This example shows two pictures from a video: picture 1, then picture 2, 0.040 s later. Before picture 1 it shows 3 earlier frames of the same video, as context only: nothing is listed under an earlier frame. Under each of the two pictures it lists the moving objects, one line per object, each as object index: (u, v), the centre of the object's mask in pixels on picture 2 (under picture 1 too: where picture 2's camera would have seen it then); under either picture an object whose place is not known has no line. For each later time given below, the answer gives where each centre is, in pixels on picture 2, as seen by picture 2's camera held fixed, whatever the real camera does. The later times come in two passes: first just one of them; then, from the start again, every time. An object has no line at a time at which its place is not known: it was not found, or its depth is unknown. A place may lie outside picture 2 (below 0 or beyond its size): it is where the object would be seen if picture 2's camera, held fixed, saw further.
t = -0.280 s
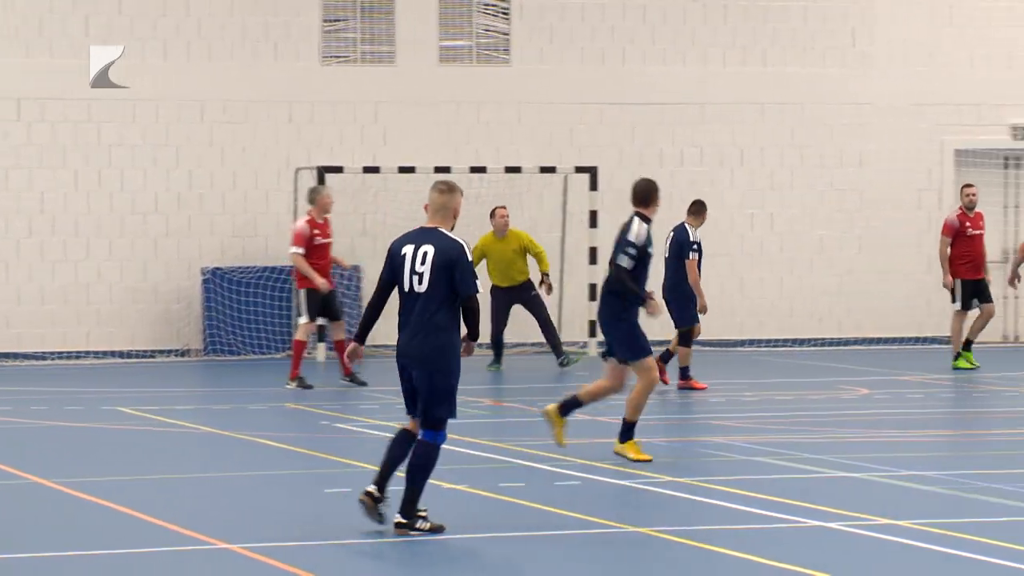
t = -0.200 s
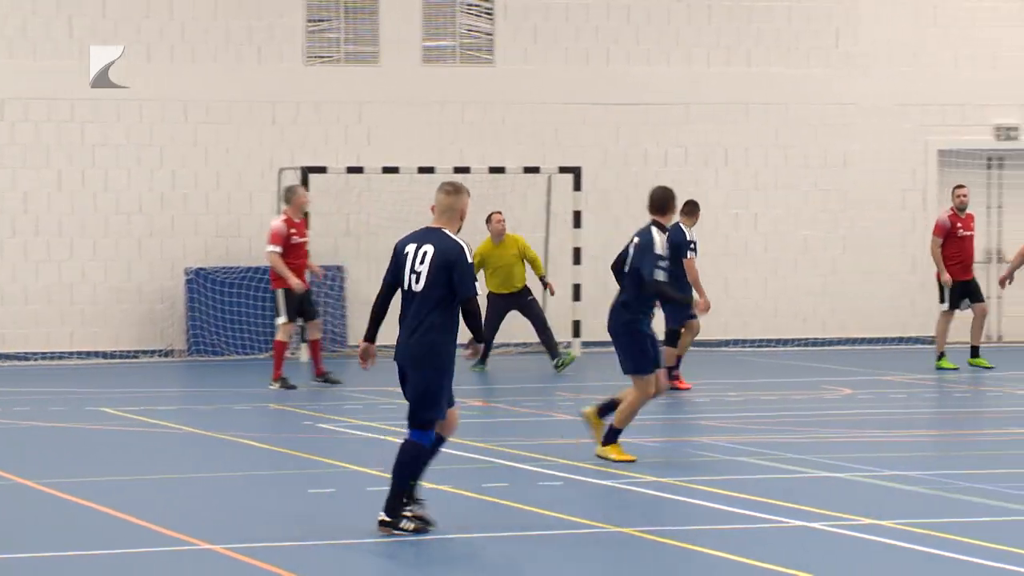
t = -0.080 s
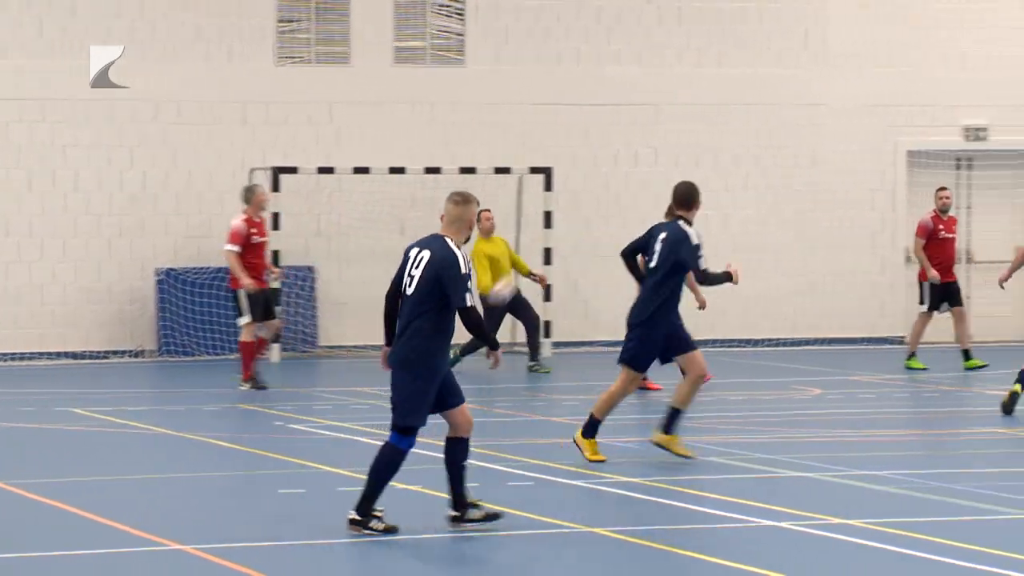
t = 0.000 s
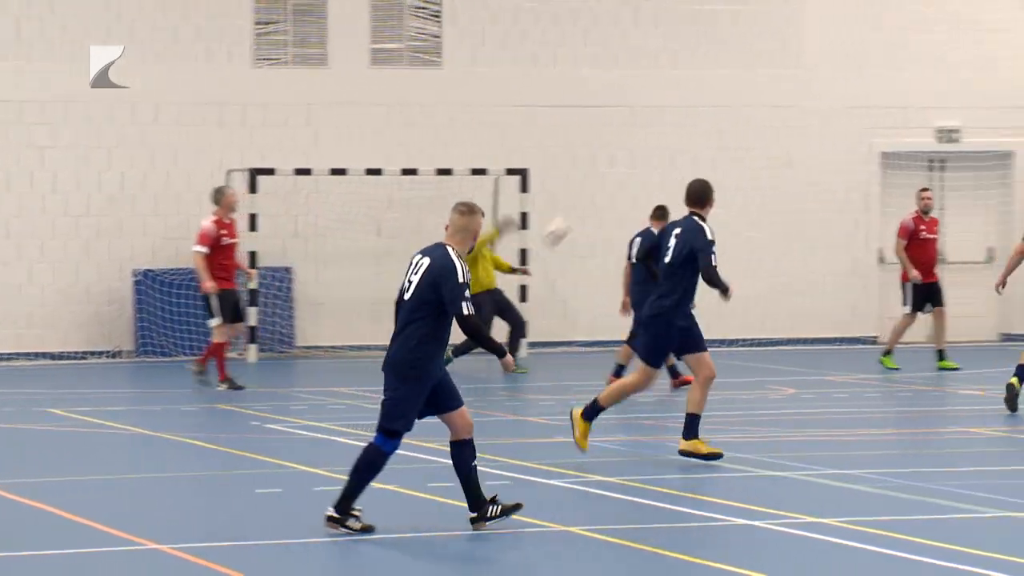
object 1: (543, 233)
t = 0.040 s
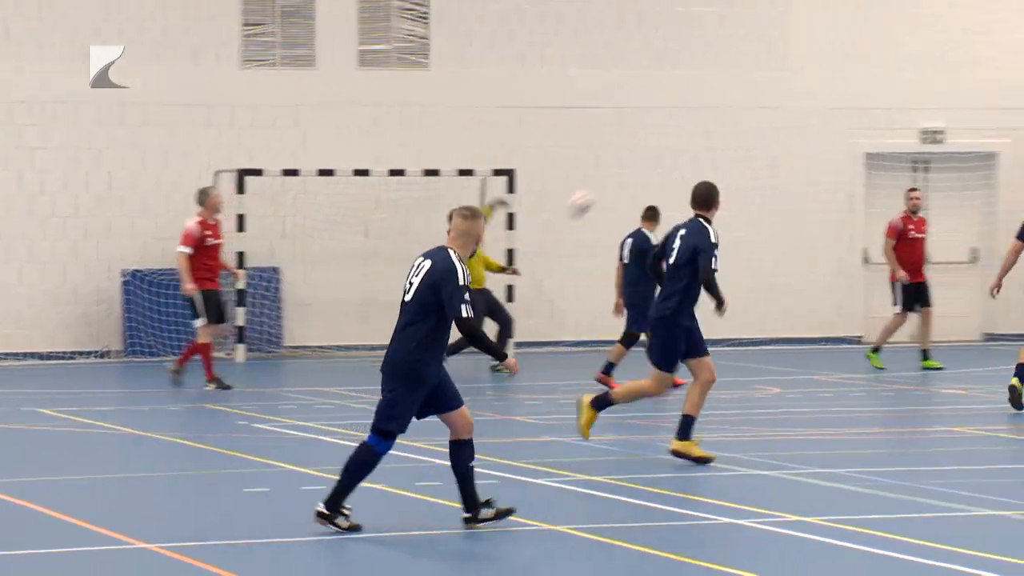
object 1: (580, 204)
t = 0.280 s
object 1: (826, 59)
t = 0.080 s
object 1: (619, 177)
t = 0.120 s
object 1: (659, 152)
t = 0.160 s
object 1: (700, 127)
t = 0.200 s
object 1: (742, 102)
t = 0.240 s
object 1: (782, 80)
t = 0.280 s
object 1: (826, 59)
